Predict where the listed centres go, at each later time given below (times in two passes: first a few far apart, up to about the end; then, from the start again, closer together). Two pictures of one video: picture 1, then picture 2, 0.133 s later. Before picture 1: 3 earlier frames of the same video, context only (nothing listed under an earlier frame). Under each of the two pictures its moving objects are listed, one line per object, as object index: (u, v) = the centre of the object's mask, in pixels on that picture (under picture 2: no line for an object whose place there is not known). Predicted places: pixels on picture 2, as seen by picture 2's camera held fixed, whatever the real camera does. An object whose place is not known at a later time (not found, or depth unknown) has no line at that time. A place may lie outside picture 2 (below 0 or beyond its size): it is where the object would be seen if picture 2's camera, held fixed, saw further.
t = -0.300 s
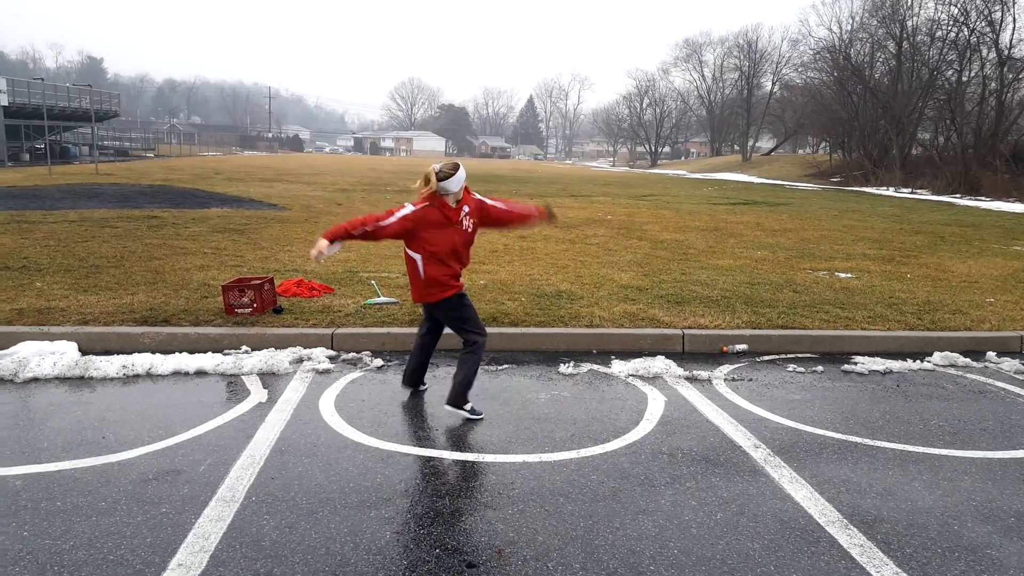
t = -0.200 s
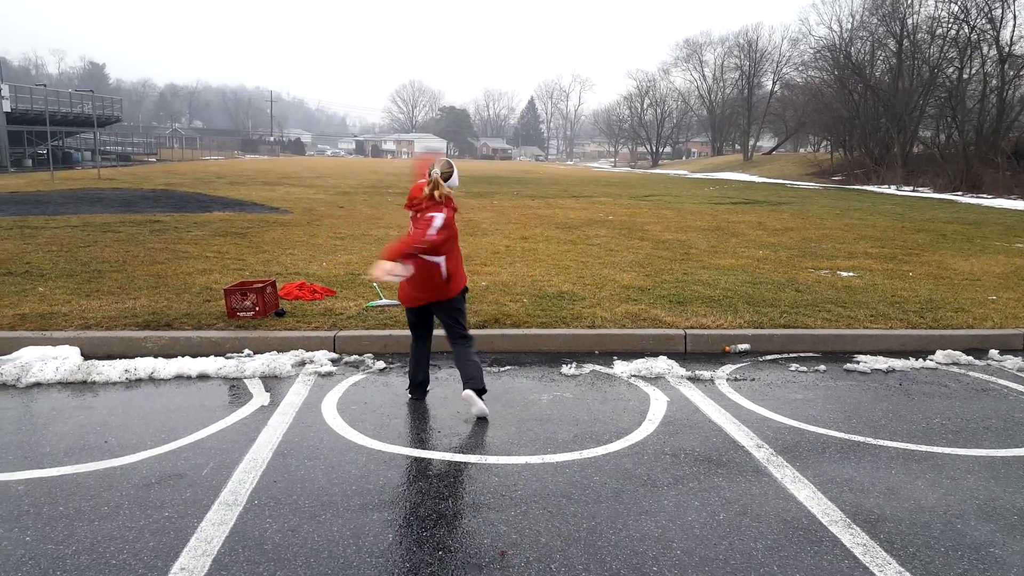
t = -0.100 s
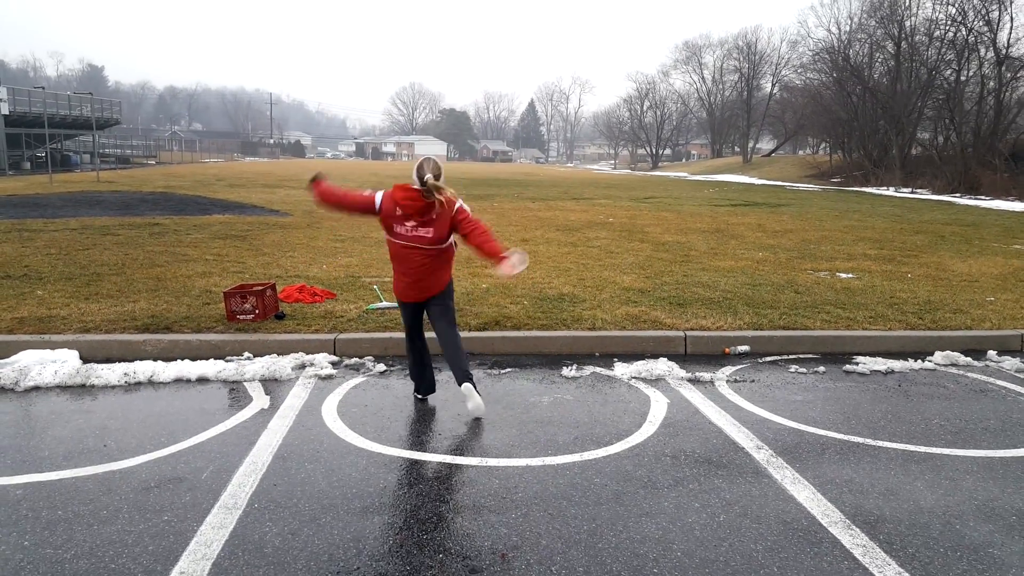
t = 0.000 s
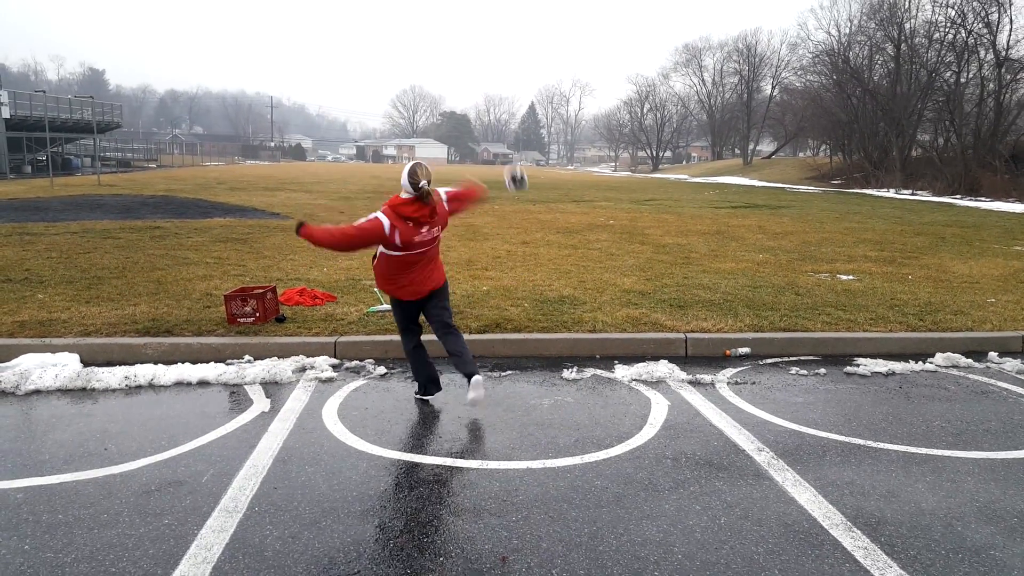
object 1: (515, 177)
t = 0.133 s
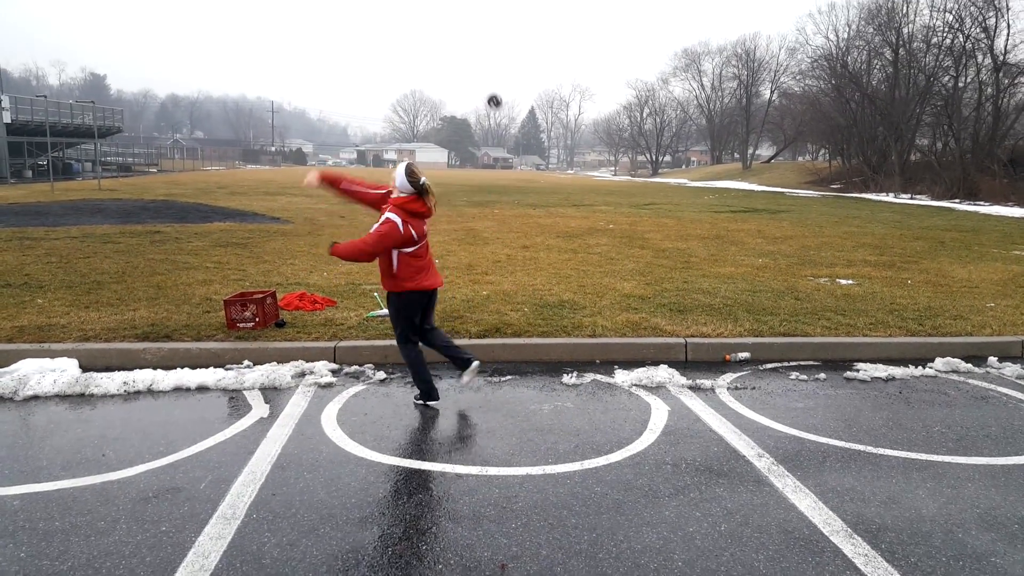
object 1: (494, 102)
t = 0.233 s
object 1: (484, 67)
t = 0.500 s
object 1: (467, 35)
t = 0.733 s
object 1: (456, 45)
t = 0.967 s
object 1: (447, 73)
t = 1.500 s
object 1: (432, 178)
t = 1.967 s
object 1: (425, 183)
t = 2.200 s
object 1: (422, 183)
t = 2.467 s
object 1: (418, 202)
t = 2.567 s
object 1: (415, 203)
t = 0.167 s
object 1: (490, 88)
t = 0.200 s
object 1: (487, 76)
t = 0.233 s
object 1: (484, 67)
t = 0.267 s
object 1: (481, 59)
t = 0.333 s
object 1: (476, 47)
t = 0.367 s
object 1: (474, 43)
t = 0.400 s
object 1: (472, 40)
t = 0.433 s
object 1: (470, 37)
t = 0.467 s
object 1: (468, 36)
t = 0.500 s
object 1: (467, 35)
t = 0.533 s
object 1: (465, 34)
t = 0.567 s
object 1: (463, 35)
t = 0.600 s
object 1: (462, 36)
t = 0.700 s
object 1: (457, 42)
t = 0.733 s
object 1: (456, 45)
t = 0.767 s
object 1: (454, 48)
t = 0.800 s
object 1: (453, 52)
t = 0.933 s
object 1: (448, 69)
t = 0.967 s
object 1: (447, 73)
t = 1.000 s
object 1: (446, 79)
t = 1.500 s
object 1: (432, 178)
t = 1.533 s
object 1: (431, 184)
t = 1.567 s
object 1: (431, 192)
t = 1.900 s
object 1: (425, 186)
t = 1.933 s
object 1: (425, 184)
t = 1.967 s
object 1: (425, 183)
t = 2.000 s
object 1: (424, 182)
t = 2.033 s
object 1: (424, 181)
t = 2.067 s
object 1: (424, 181)
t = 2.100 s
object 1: (423, 181)
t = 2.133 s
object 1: (422, 181)
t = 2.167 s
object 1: (422, 182)
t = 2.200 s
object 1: (422, 183)
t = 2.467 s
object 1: (418, 202)
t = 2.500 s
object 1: (417, 204)
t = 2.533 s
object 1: (416, 203)
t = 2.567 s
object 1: (415, 203)
